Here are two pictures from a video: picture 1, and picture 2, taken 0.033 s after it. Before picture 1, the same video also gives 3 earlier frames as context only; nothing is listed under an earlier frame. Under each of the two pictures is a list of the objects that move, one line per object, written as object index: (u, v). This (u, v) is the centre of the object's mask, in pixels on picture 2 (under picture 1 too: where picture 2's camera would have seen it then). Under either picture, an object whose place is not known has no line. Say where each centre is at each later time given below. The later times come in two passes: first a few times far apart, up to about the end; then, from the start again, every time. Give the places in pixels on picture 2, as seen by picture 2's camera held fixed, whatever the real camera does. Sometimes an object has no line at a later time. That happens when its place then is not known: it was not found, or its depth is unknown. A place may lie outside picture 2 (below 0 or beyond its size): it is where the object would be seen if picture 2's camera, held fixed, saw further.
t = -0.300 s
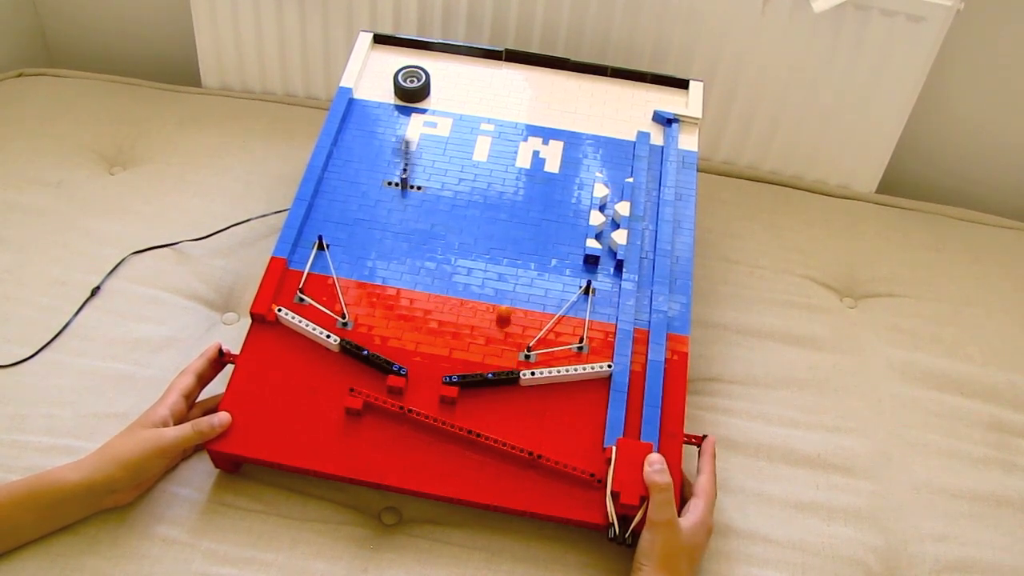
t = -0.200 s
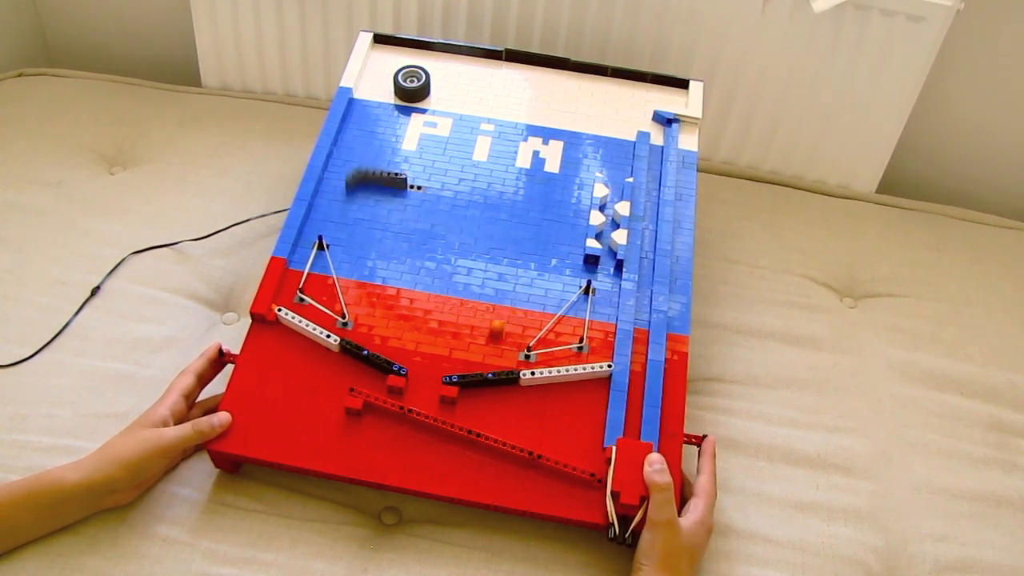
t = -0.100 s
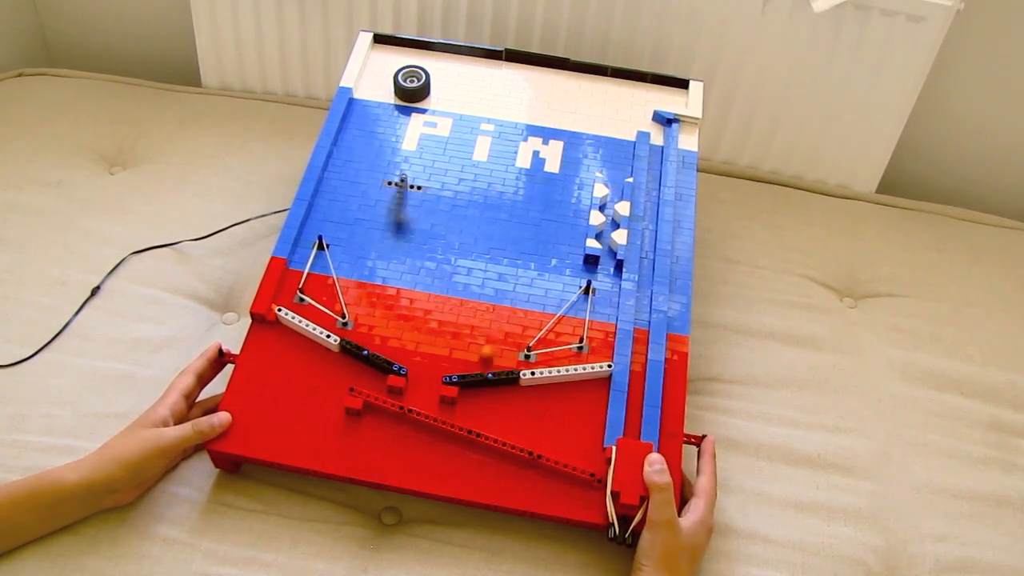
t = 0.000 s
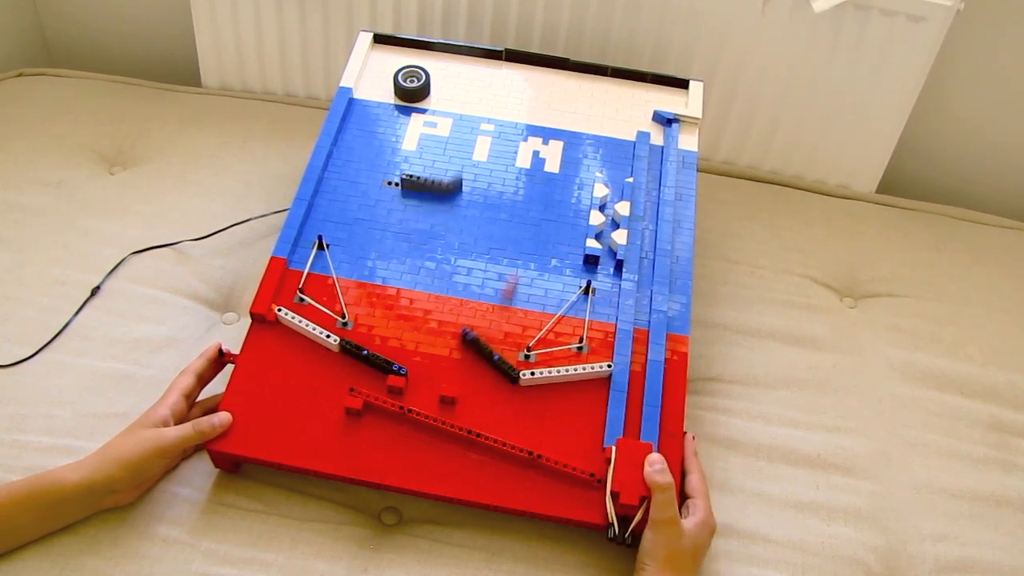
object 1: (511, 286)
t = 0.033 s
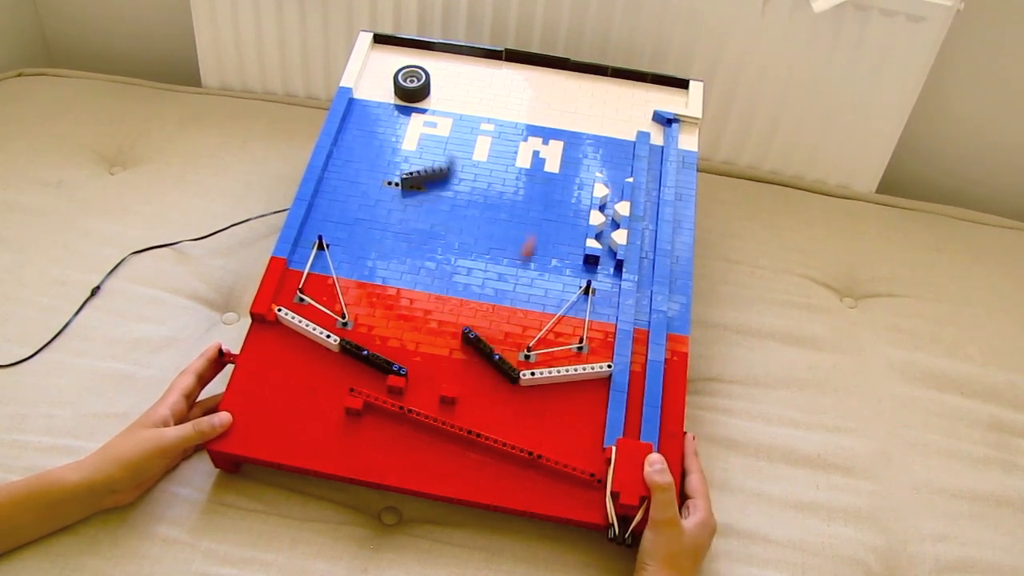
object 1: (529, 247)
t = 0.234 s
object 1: (600, 110)
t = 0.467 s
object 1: (640, 112)
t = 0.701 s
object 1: (602, 152)
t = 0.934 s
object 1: (550, 249)
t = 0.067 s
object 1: (544, 213)
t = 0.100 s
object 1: (558, 185)
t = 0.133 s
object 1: (570, 162)
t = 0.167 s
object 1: (581, 141)
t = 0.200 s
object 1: (591, 121)
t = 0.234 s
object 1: (600, 110)
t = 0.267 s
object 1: (610, 92)
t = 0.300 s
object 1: (618, 81)
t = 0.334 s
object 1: (626, 78)
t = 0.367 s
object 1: (634, 91)
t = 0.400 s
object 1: (641, 101)
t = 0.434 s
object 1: (647, 110)
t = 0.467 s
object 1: (640, 112)
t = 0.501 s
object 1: (634, 116)
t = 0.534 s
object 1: (629, 119)
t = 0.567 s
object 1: (624, 124)
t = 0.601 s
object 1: (619, 129)
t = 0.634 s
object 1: (613, 137)
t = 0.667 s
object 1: (607, 144)
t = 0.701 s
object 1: (602, 152)
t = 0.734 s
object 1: (595, 162)
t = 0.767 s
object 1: (588, 173)
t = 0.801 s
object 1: (581, 187)
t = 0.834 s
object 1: (573, 200)
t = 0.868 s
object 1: (565, 216)
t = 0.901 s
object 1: (556, 232)
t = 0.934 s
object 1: (550, 249)
